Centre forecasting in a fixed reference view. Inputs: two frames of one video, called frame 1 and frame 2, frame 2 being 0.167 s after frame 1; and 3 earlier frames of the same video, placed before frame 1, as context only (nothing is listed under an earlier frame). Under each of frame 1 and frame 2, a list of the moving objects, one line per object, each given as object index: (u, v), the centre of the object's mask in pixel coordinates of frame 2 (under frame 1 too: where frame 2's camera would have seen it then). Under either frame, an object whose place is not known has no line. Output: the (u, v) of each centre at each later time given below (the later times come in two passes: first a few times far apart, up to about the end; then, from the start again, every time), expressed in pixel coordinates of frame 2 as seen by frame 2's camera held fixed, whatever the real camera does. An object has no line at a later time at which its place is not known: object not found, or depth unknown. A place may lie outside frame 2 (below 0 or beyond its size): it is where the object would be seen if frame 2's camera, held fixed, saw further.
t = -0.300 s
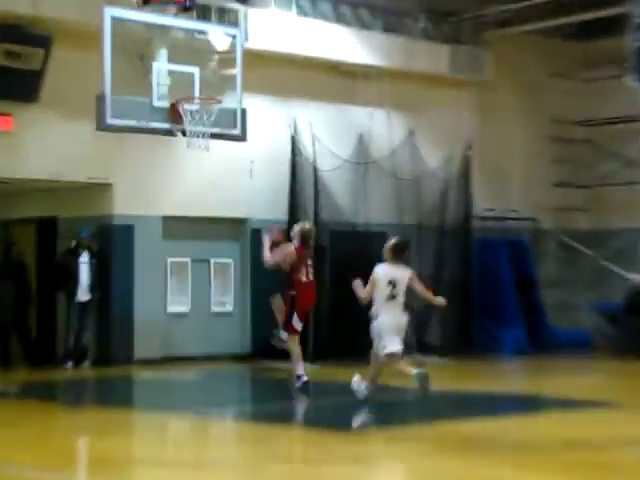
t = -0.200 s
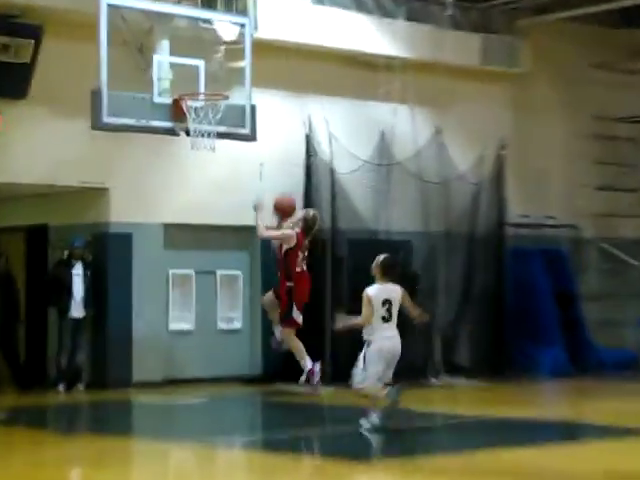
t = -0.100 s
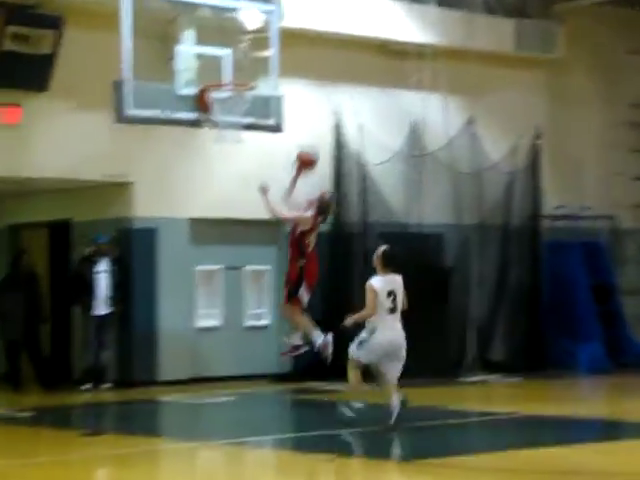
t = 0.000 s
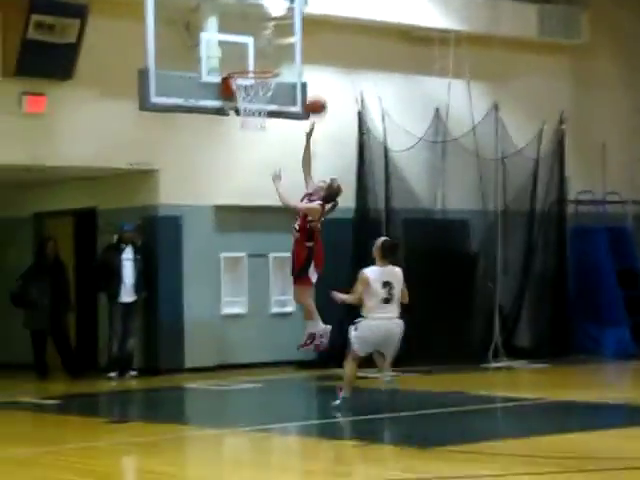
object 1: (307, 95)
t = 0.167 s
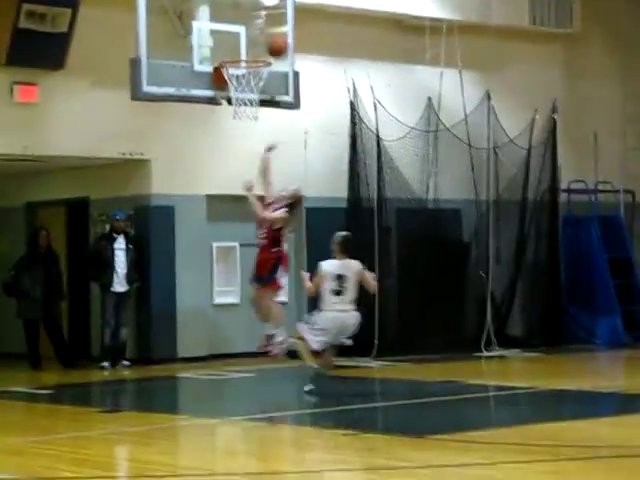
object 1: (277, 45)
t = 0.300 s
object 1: (256, 28)
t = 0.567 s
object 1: (244, 42)
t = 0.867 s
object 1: (246, 142)
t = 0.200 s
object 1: (272, 40)
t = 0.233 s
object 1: (267, 35)
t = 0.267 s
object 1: (261, 32)
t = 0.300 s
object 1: (256, 28)
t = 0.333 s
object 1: (250, 26)
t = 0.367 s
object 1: (244, 25)
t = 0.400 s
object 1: (243, 25)
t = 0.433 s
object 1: (243, 25)
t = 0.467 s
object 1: (243, 28)
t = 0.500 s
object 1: (243, 32)
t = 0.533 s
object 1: (244, 37)
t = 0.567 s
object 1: (244, 42)
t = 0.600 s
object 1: (243, 48)
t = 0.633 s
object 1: (243, 57)
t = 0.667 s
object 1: (244, 67)
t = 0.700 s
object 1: (245, 76)
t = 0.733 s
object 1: (244, 91)
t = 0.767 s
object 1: (245, 100)
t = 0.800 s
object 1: (244, 116)
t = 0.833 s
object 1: (246, 126)
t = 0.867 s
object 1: (246, 142)
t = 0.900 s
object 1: (247, 157)
